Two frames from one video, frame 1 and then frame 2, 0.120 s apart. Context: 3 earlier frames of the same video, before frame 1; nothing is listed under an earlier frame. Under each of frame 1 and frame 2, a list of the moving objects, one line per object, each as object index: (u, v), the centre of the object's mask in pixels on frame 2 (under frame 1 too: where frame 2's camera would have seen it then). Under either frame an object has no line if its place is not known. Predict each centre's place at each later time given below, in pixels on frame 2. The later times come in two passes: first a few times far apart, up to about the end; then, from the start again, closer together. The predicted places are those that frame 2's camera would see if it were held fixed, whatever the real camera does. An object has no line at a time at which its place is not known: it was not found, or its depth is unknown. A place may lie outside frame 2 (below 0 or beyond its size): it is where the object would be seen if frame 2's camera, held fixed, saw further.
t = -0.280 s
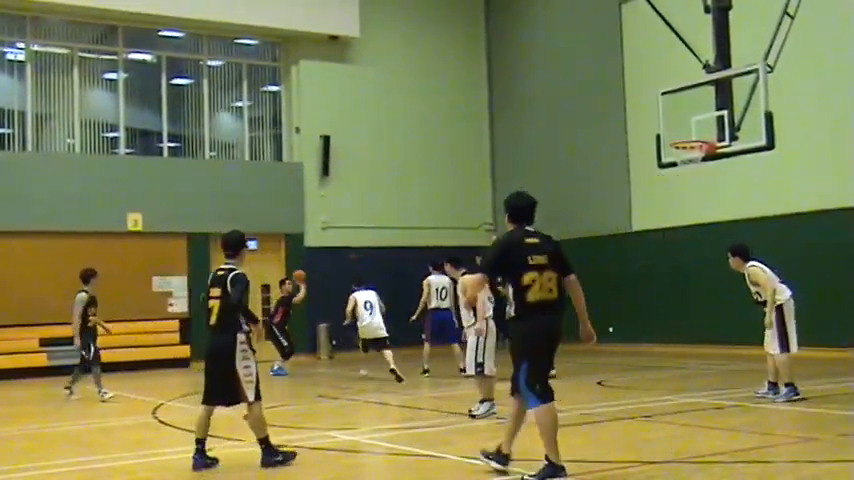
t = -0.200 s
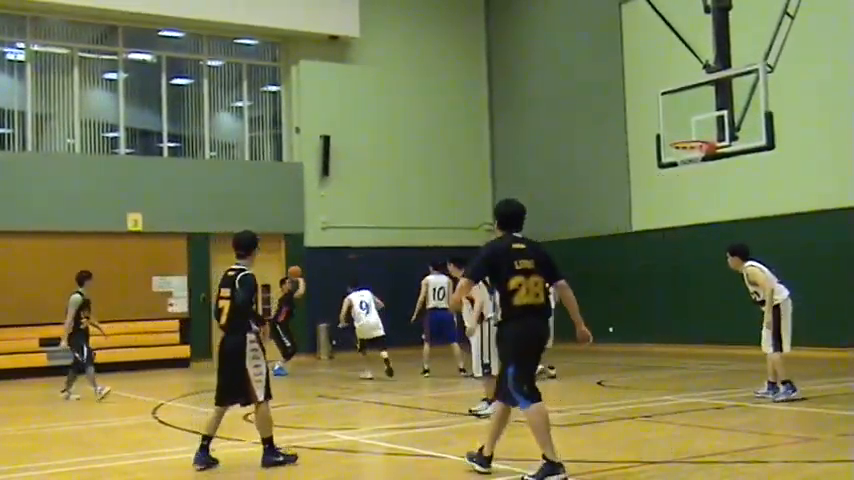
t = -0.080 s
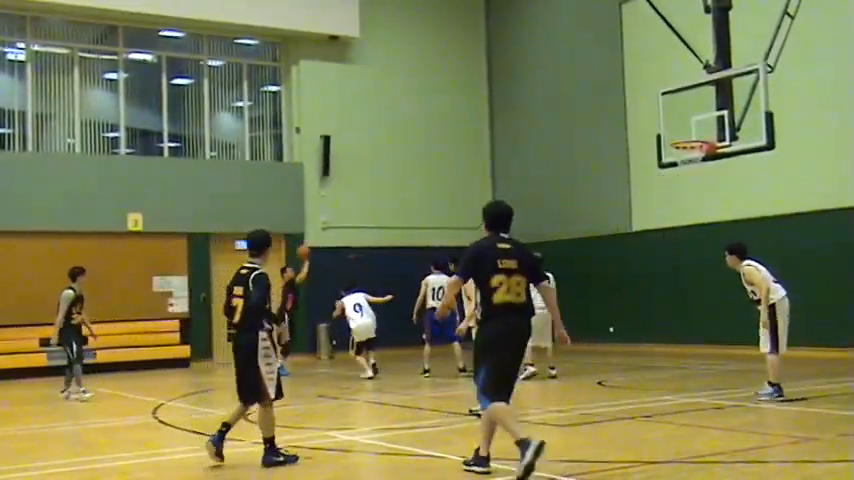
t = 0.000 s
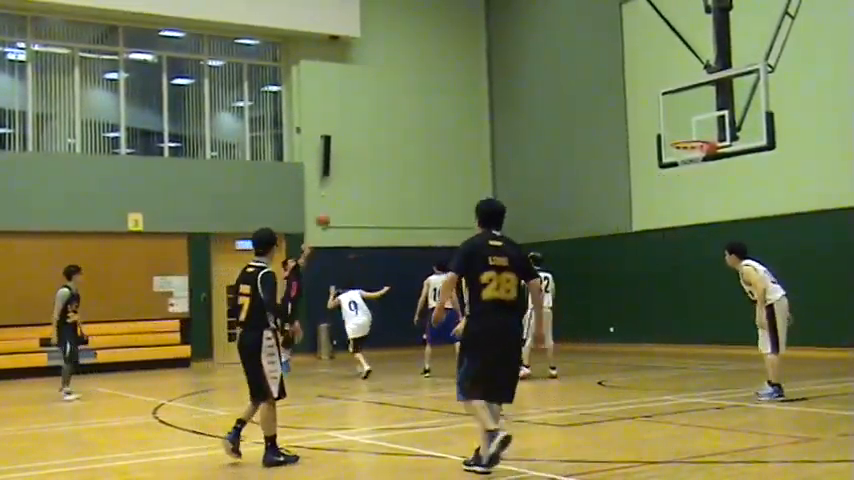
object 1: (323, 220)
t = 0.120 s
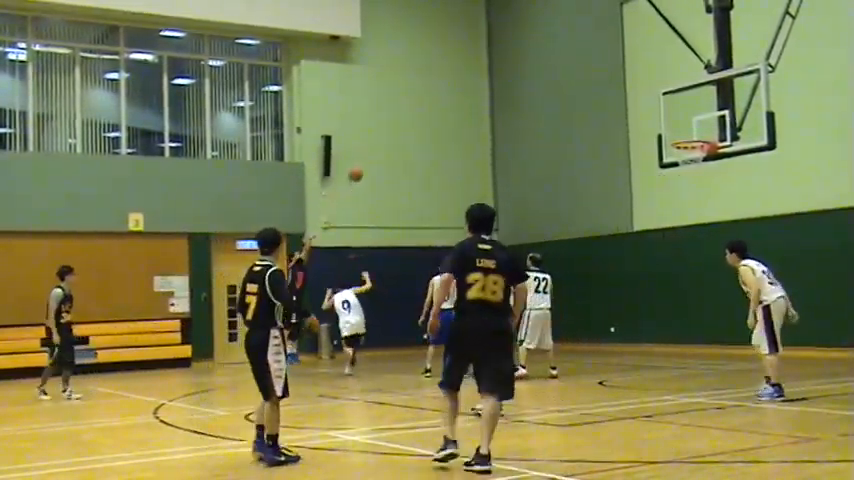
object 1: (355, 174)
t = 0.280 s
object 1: (399, 124)
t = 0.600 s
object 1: (495, 66)
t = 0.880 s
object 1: (590, 68)
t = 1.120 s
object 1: (682, 113)
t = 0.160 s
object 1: (366, 161)
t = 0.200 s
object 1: (377, 147)
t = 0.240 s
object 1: (388, 135)
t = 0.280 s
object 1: (399, 124)
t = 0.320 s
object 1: (410, 114)
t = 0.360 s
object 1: (422, 104)
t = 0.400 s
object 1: (434, 95)
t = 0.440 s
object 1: (446, 87)
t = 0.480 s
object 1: (458, 81)
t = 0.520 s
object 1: (471, 74)
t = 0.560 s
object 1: (483, 70)
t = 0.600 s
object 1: (495, 66)
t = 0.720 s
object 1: (535, 61)
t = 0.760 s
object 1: (548, 61)
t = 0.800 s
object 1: (563, 62)
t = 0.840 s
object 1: (577, 64)
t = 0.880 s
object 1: (590, 68)
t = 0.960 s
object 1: (620, 78)
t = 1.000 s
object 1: (635, 85)
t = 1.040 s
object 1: (651, 93)
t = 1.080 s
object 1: (666, 102)
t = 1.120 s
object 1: (682, 113)
